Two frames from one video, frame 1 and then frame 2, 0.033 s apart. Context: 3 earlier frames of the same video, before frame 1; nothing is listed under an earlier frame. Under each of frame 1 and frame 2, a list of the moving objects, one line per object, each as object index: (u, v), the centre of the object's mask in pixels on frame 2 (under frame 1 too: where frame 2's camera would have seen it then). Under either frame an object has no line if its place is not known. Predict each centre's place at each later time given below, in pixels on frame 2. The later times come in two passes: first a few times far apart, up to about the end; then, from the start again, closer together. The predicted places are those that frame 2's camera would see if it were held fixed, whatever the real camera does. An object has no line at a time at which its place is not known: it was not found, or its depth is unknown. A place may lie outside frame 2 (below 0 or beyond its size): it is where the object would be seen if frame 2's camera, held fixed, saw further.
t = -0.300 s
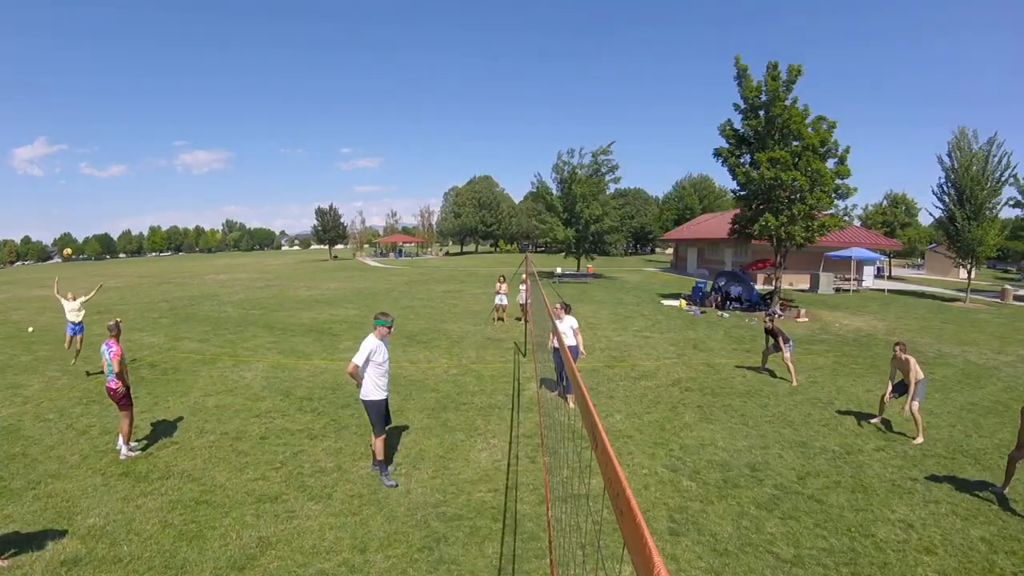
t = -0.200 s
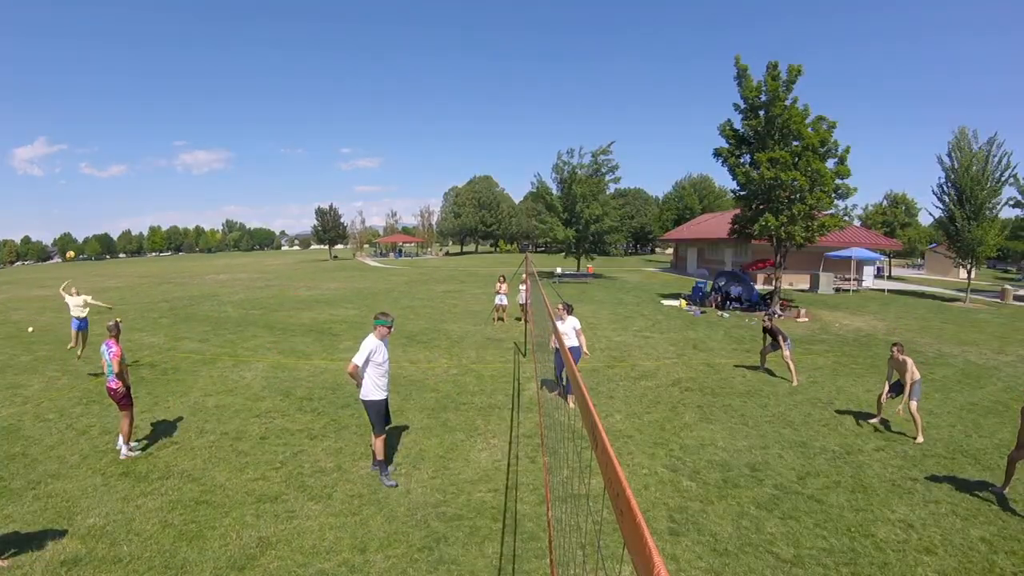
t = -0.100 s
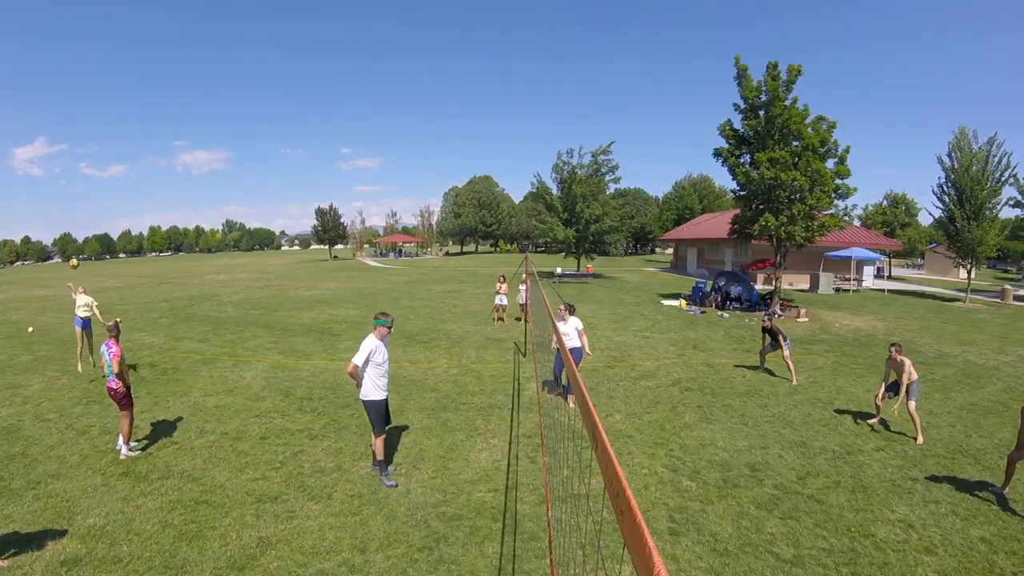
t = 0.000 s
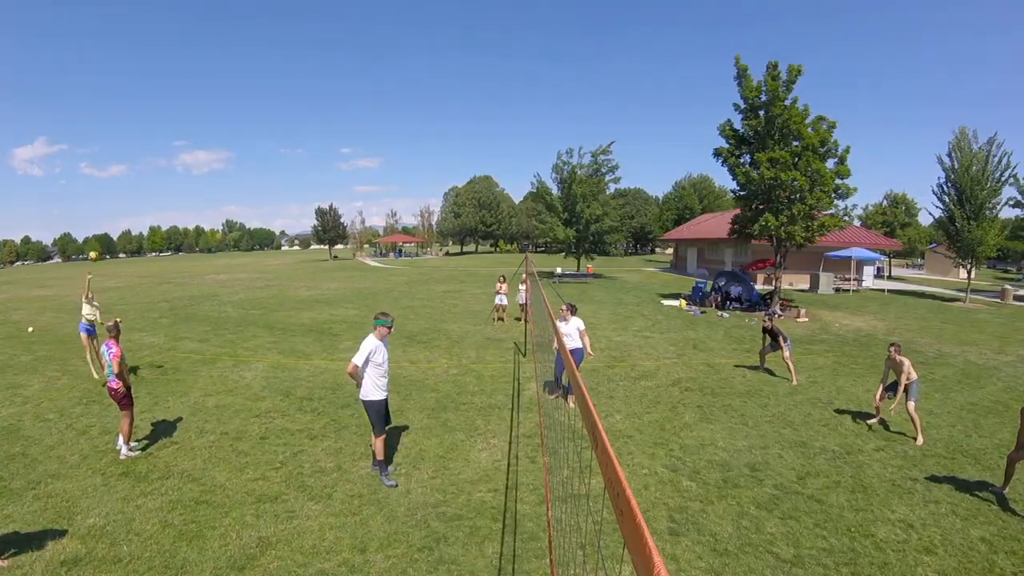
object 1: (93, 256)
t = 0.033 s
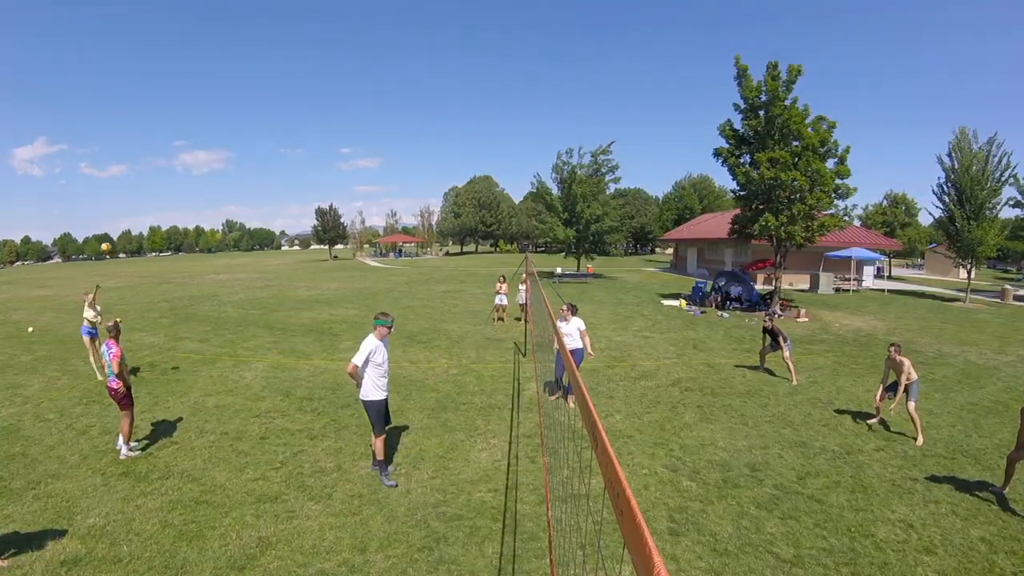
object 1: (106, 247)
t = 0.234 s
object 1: (207, 200)
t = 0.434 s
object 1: (366, 167)
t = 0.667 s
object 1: (619, 172)
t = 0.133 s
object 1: (150, 222)
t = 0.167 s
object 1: (168, 215)
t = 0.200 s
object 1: (187, 207)
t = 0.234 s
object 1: (207, 200)
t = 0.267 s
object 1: (230, 193)
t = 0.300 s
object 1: (253, 187)
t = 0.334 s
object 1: (279, 181)
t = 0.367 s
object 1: (306, 176)
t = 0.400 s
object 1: (335, 171)
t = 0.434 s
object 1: (366, 167)
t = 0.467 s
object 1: (398, 165)
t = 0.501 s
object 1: (432, 162)
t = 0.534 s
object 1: (468, 161)
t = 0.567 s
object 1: (504, 162)
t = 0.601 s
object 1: (542, 163)
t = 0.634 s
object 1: (580, 166)
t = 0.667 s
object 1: (619, 172)
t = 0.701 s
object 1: (657, 177)
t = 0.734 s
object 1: (697, 184)
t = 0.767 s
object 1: (734, 193)
